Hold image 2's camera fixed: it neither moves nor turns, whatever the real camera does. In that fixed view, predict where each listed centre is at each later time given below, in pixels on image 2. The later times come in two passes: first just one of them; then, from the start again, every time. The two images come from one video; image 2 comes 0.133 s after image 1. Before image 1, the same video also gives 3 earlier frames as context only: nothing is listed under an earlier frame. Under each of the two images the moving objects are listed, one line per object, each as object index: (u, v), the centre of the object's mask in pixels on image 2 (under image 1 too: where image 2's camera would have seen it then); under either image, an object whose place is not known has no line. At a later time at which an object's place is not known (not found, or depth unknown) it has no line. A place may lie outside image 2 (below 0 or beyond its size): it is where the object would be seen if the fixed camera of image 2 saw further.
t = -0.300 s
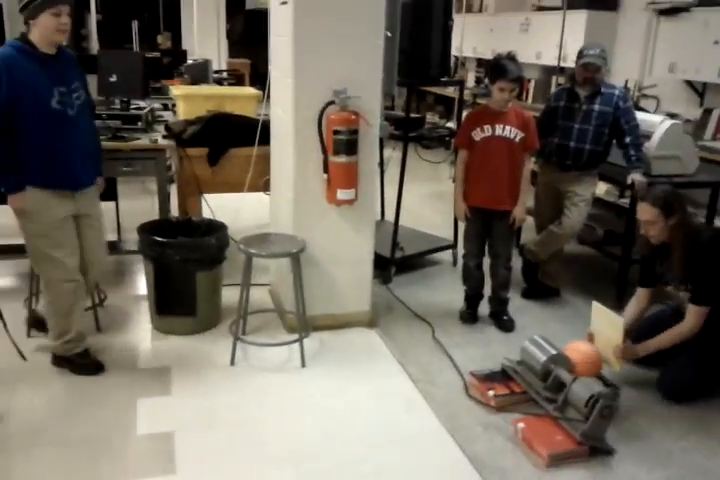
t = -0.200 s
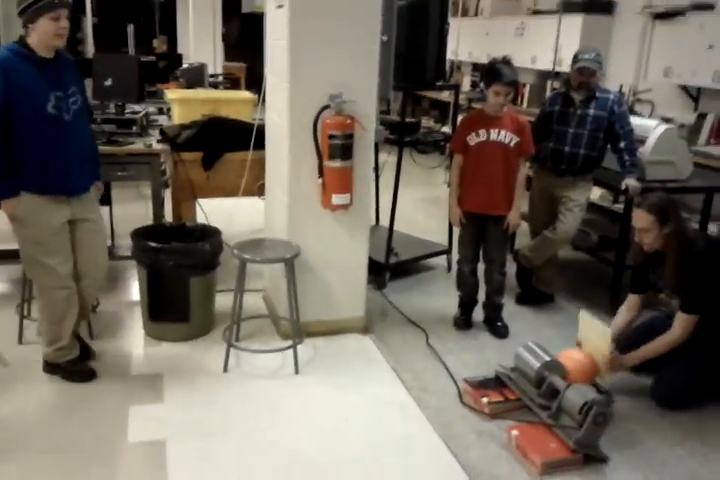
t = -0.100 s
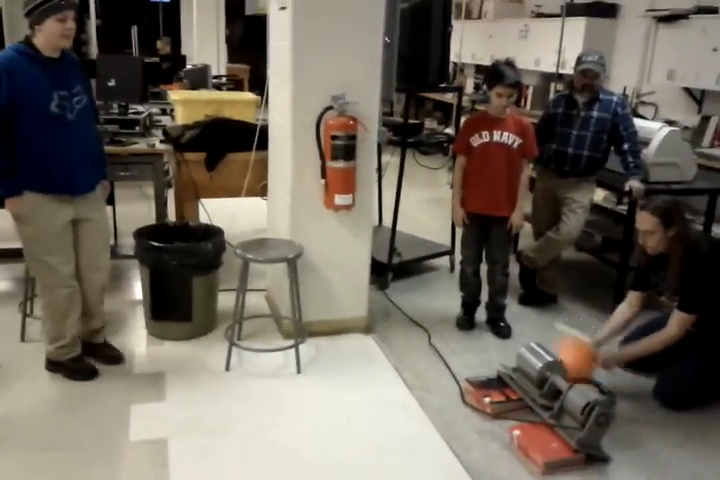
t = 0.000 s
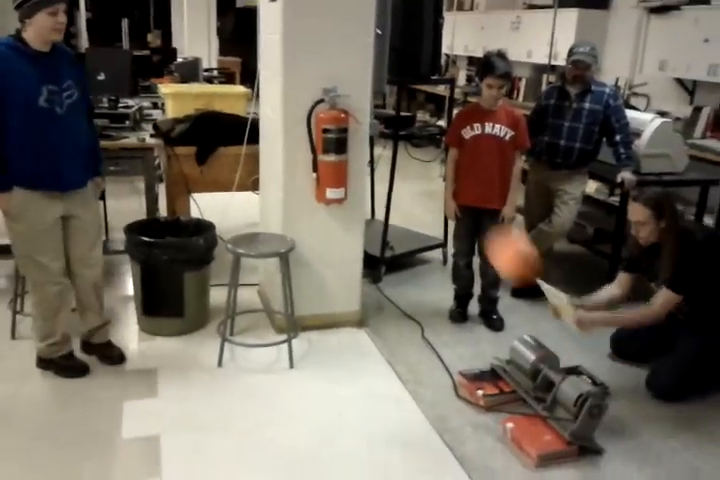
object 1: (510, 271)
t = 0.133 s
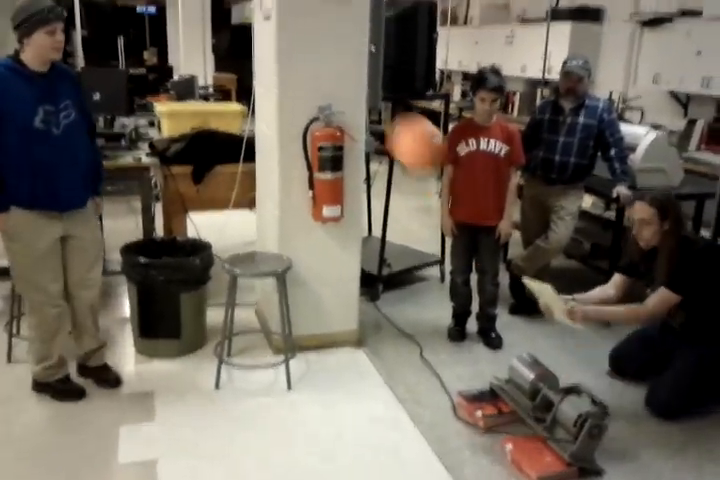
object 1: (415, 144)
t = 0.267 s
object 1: (302, 34)
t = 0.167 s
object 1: (392, 114)
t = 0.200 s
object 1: (365, 86)
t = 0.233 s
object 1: (331, 59)
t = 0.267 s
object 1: (302, 34)
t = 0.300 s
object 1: (271, 10)
